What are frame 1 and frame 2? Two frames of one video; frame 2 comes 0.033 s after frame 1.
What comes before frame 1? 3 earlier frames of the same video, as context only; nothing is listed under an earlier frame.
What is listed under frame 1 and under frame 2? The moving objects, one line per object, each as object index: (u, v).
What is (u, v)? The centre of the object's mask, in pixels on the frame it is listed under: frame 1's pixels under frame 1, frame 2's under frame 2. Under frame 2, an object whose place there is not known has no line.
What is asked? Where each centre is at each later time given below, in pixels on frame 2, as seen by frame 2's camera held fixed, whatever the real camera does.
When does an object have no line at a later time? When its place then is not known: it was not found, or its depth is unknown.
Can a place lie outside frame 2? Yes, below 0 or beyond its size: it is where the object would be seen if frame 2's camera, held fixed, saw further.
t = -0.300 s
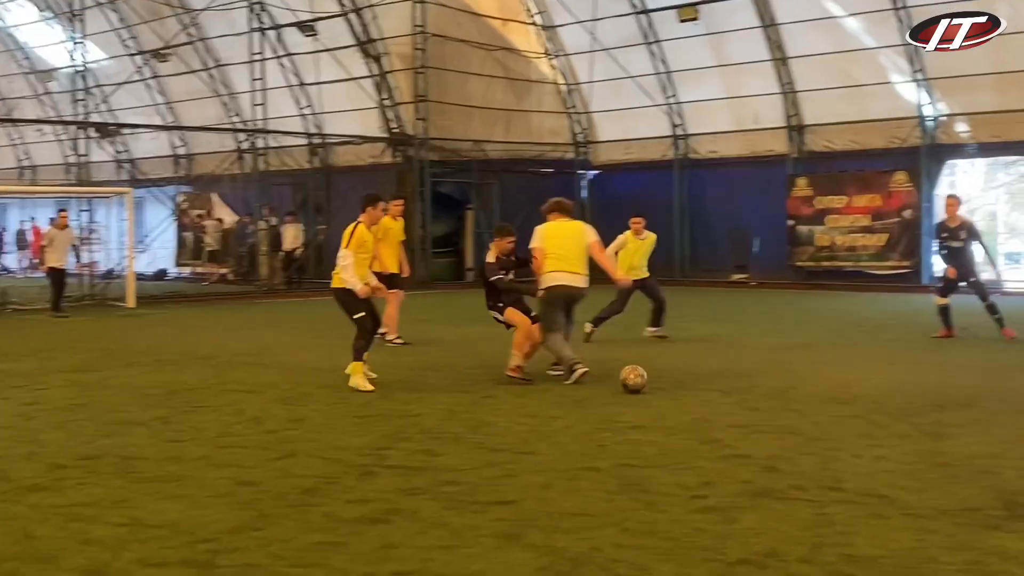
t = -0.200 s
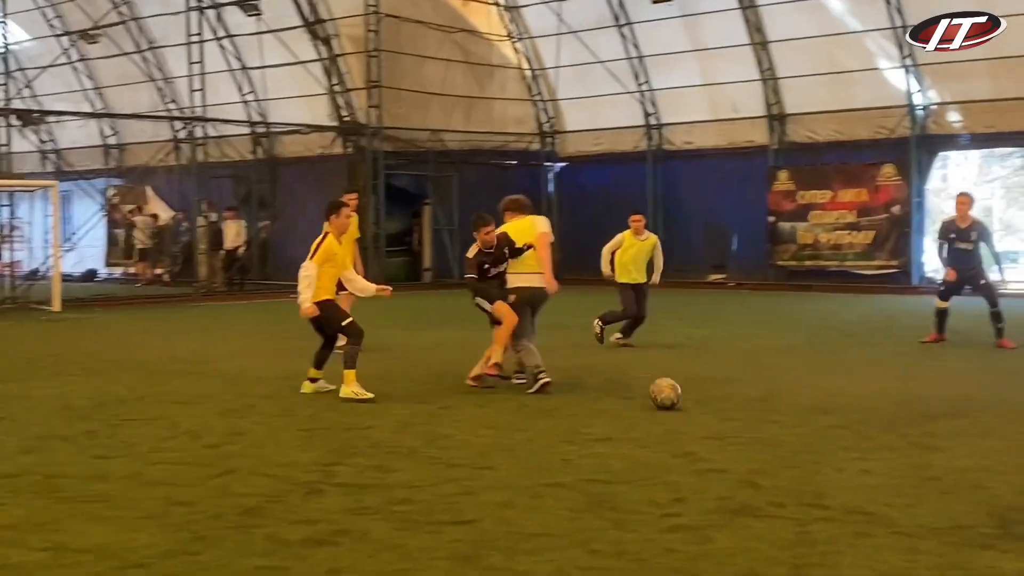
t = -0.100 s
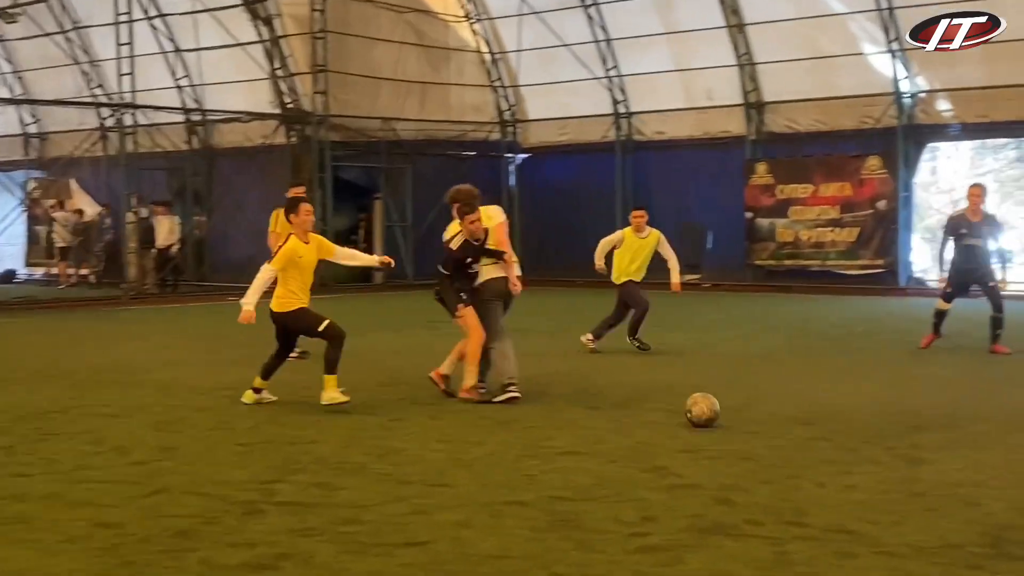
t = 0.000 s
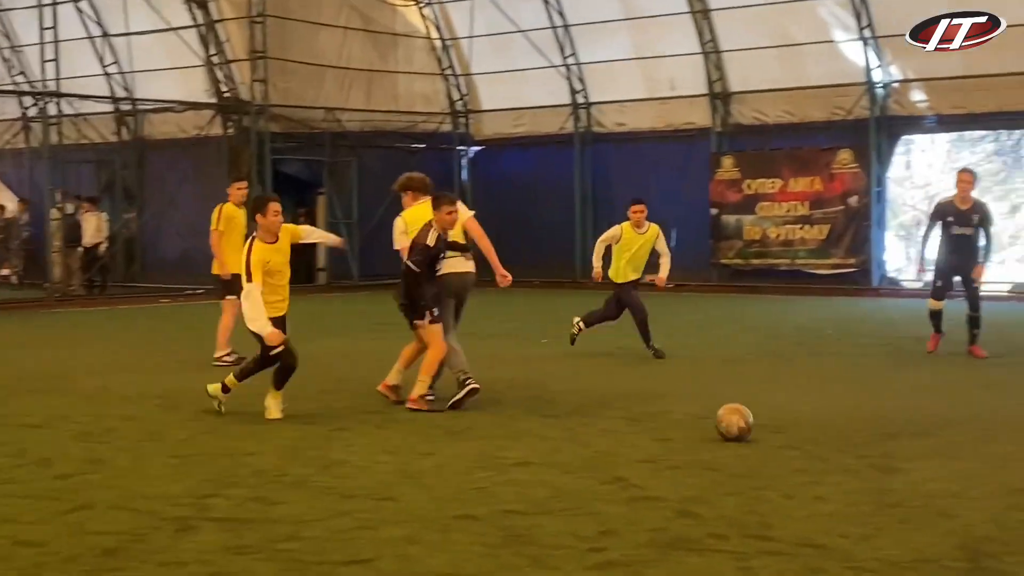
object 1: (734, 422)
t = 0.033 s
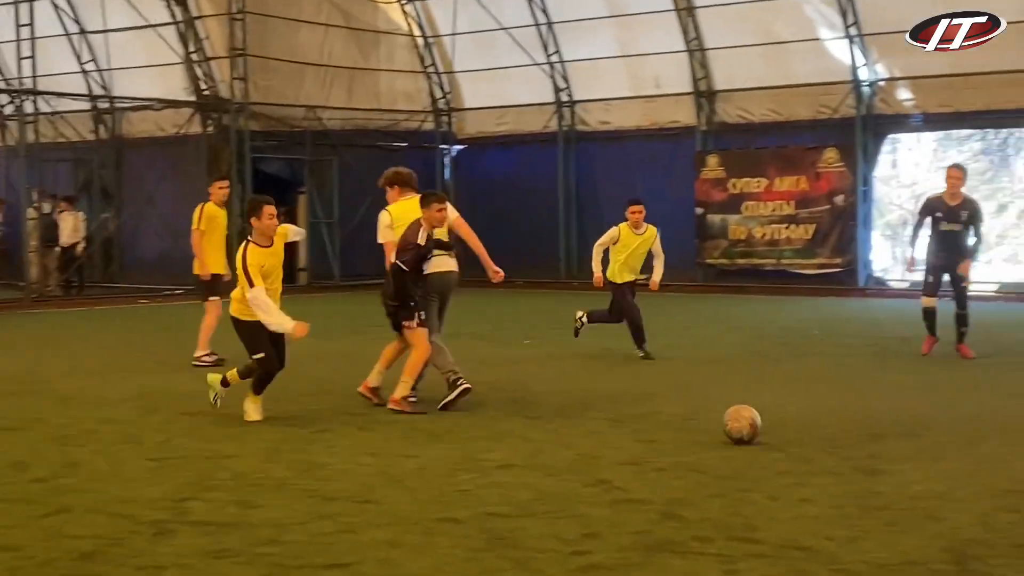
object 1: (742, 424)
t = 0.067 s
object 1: (764, 425)
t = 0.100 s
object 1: (786, 428)
